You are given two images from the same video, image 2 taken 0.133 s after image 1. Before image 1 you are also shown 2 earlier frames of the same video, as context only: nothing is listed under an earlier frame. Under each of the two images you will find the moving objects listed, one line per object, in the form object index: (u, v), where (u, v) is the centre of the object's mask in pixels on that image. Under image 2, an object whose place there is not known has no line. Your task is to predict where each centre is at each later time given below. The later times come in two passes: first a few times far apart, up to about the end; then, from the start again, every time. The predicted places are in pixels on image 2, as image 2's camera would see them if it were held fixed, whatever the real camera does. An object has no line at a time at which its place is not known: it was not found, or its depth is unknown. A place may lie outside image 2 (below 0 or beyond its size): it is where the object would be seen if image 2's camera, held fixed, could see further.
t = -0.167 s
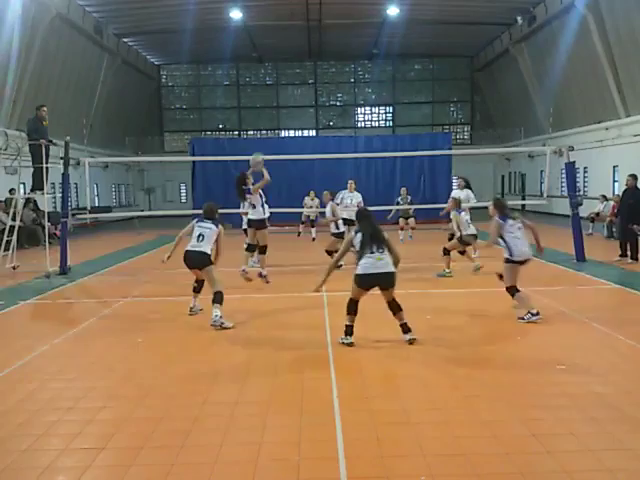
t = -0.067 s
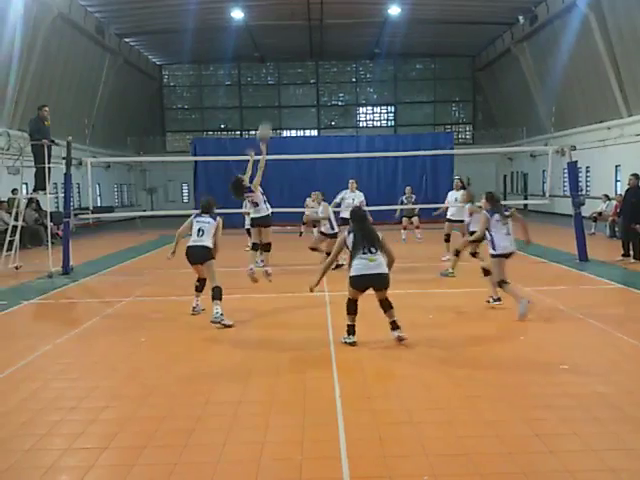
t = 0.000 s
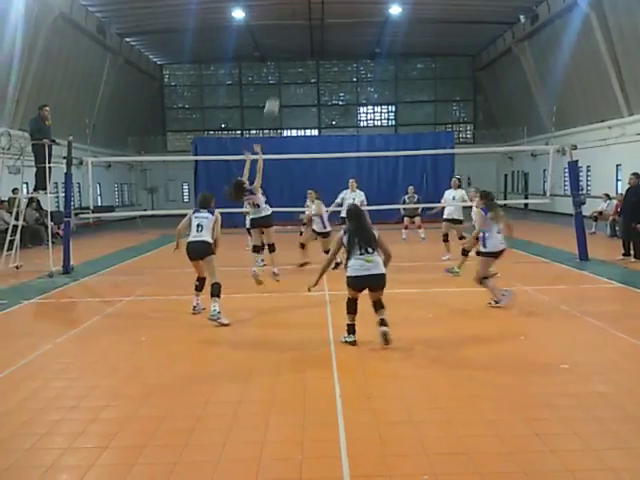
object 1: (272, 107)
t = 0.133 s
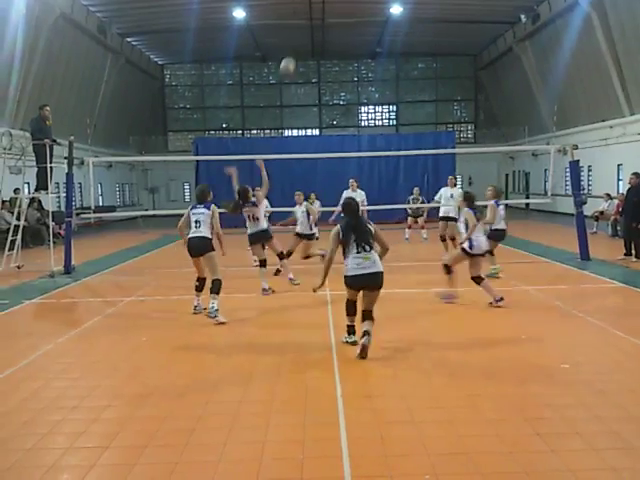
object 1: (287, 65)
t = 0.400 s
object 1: (319, 17)
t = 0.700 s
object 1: (355, 17)
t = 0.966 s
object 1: (387, 69)
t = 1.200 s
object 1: (416, 153)
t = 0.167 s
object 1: (291, 56)
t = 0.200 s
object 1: (295, 49)
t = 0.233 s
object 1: (299, 42)
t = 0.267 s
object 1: (302, 35)
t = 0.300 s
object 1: (307, 30)
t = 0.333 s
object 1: (311, 25)
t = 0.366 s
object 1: (314, 21)
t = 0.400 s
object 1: (319, 17)
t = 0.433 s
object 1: (322, 15)
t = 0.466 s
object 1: (326, 12)
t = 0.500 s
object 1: (330, 10)
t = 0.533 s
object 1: (334, 10)
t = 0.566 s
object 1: (338, 10)
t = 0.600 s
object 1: (342, 11)
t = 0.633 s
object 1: (347, 12)
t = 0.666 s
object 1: (350, 14)
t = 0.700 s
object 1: (355, 17)
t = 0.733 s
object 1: (359, 21)
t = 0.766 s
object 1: (363, 25)
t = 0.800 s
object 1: (367, 31)
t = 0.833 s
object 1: (371, 37)
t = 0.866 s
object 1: (375, 44)
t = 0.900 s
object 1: (379, 51)
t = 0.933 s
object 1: (383, 59)
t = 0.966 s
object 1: (387, 69)
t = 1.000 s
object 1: (391, 79)
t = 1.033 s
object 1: (396, 89)
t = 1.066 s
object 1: (400, 100)
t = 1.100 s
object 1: (404, 113)
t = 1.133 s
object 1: (407, 124)
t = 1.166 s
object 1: (411, 137)
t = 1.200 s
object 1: (416, 153)
